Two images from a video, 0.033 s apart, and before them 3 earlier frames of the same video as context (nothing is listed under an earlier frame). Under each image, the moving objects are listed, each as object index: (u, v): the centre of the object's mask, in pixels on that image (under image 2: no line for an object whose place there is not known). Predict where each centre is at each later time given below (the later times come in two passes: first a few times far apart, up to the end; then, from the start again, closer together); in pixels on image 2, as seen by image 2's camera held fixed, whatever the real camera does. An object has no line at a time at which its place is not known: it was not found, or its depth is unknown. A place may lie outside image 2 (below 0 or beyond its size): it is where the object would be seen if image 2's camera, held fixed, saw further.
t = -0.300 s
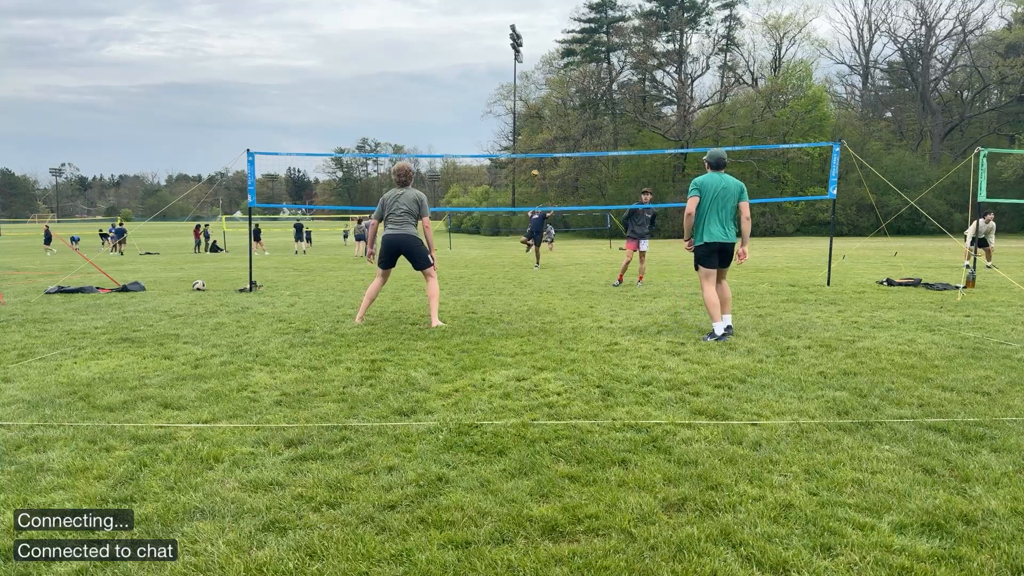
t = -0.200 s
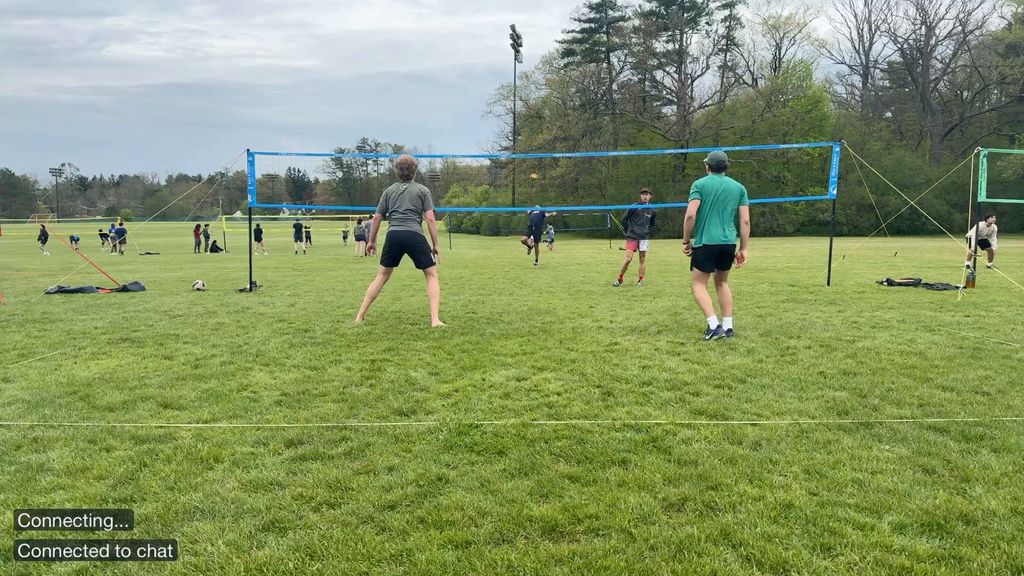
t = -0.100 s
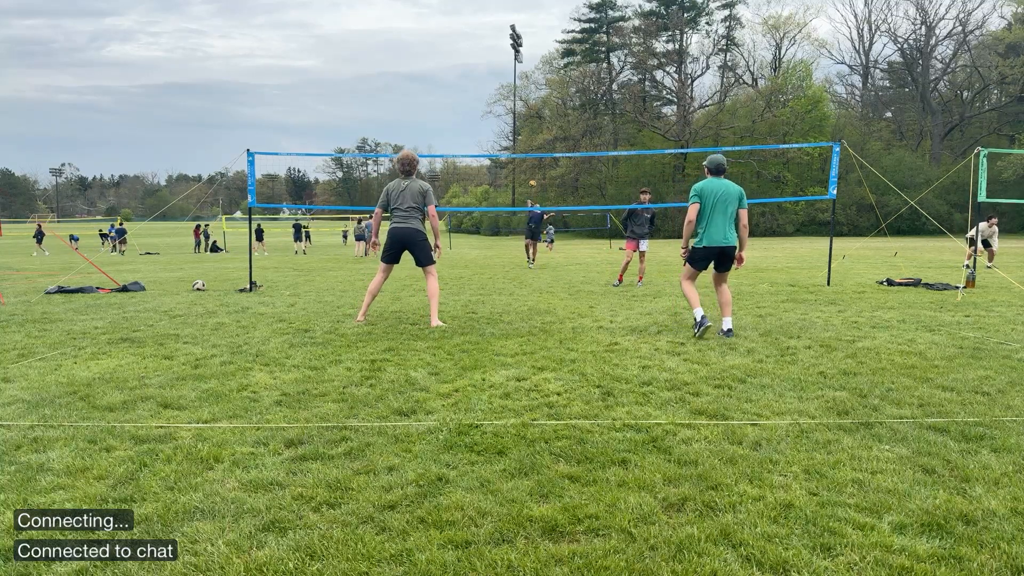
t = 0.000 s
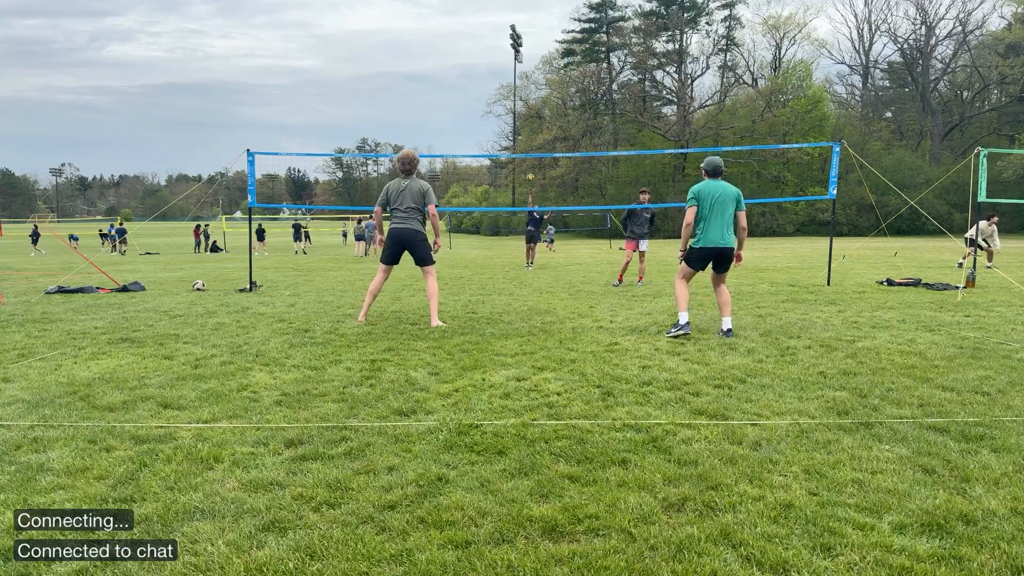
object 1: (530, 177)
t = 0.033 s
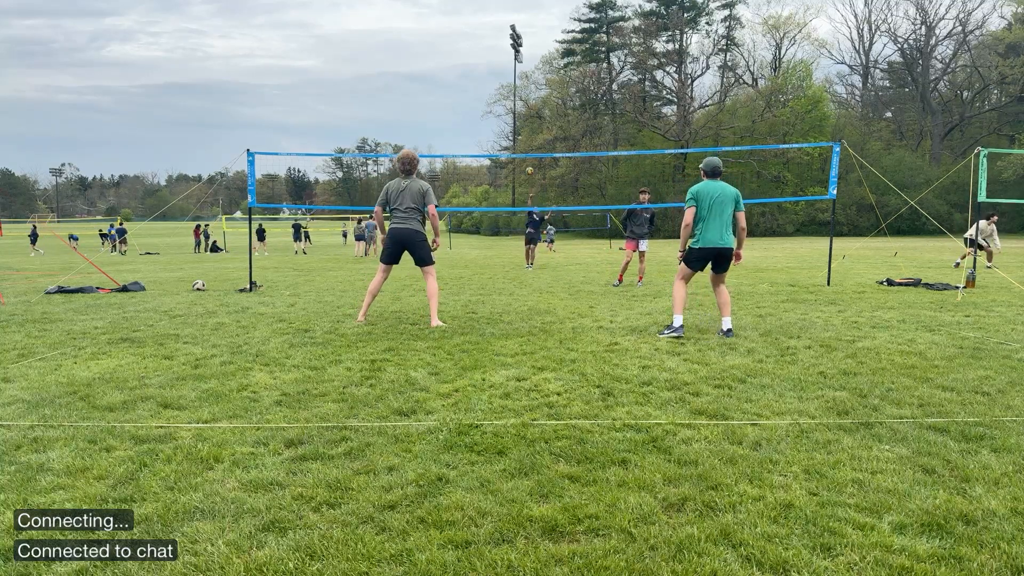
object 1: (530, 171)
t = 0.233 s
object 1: (521, 133)
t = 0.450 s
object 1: (507, 99)
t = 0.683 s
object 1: (482, 75)
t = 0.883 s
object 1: (449, 75)
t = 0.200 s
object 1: (523, 139)
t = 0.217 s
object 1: (522, 136)
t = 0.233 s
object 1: (521, 133)
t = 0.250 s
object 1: (520, 131)
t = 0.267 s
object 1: (519, 127)
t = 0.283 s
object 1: (518, 124)
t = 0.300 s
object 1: (517, 121)
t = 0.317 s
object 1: (516, 117)
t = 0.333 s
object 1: (515, 115)
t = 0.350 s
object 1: (514, 113)
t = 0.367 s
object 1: (513, 111)
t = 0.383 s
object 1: (512, 108)
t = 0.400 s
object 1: (510, 105)
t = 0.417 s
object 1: (508, 102)
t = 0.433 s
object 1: (508, 101)
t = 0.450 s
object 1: (507, 99)
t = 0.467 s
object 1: (506, 97)
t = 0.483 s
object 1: (504, 94)
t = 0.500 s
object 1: (502, 92)
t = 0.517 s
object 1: (501, 90)
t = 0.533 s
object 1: (500, 88)
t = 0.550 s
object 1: (498, 86)
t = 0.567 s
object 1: (497, 84)
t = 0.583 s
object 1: (495, 83)
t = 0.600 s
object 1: (493, 81)
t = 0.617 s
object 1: (491, 80)
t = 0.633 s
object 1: (489, 78)
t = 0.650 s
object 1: (487, 77)
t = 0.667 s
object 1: (484, 76)
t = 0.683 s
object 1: (482, 75)
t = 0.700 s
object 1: (480, 74)
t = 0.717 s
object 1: (478, 73)
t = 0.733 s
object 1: (475, 73)
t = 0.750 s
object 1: (473, 72)
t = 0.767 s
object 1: (470, 72)
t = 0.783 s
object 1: (468, 72)
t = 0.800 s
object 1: (465, 72)
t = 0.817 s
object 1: (462, 72)
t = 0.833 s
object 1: (459, 72)
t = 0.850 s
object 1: (456, 73)
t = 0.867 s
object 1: (453, 74)
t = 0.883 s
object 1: (449, 75)
